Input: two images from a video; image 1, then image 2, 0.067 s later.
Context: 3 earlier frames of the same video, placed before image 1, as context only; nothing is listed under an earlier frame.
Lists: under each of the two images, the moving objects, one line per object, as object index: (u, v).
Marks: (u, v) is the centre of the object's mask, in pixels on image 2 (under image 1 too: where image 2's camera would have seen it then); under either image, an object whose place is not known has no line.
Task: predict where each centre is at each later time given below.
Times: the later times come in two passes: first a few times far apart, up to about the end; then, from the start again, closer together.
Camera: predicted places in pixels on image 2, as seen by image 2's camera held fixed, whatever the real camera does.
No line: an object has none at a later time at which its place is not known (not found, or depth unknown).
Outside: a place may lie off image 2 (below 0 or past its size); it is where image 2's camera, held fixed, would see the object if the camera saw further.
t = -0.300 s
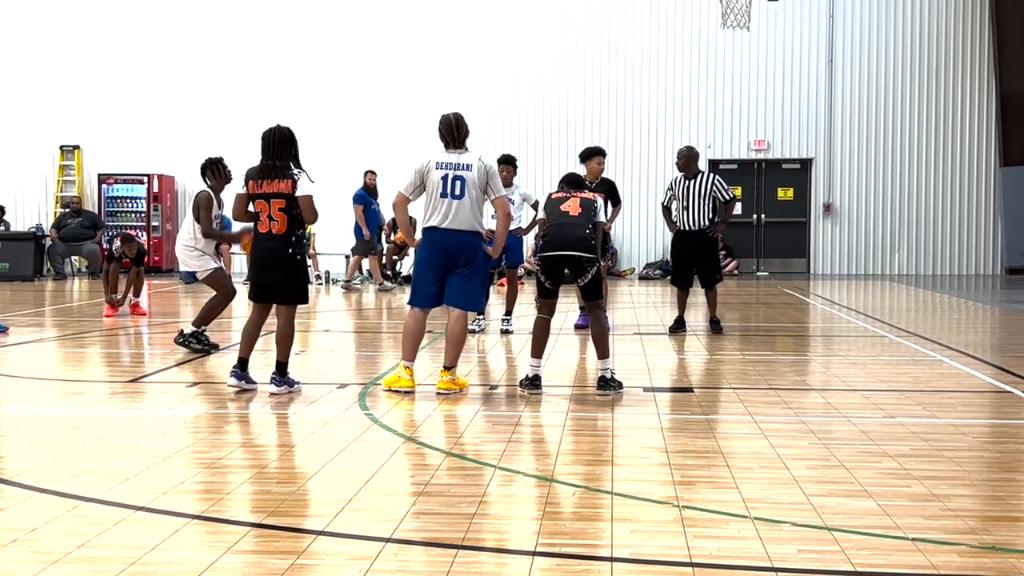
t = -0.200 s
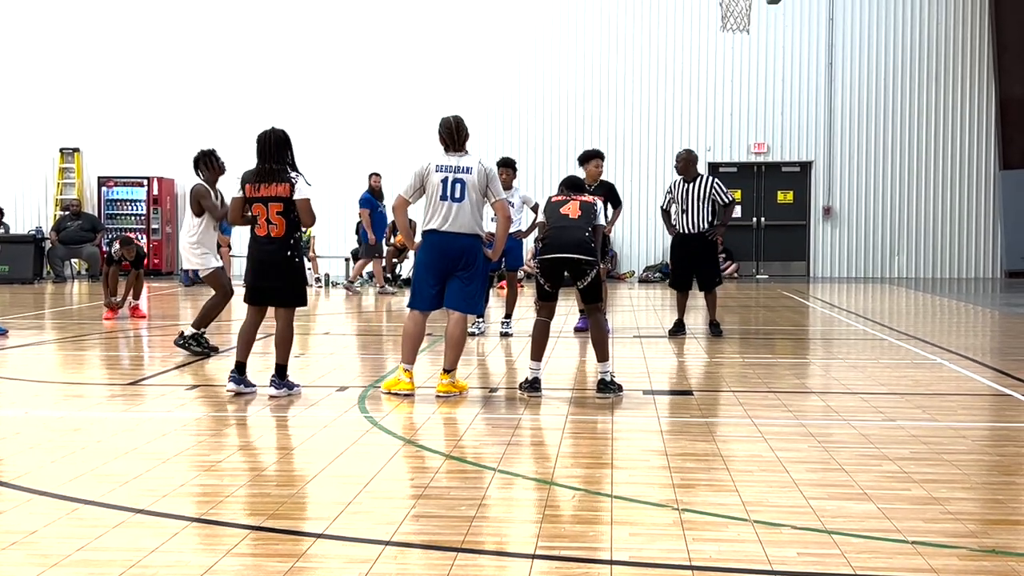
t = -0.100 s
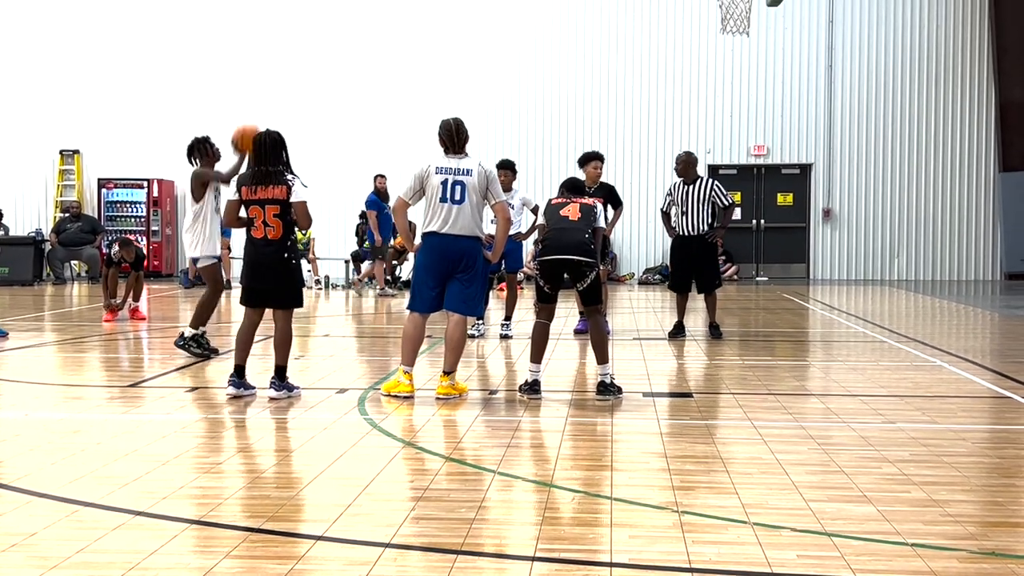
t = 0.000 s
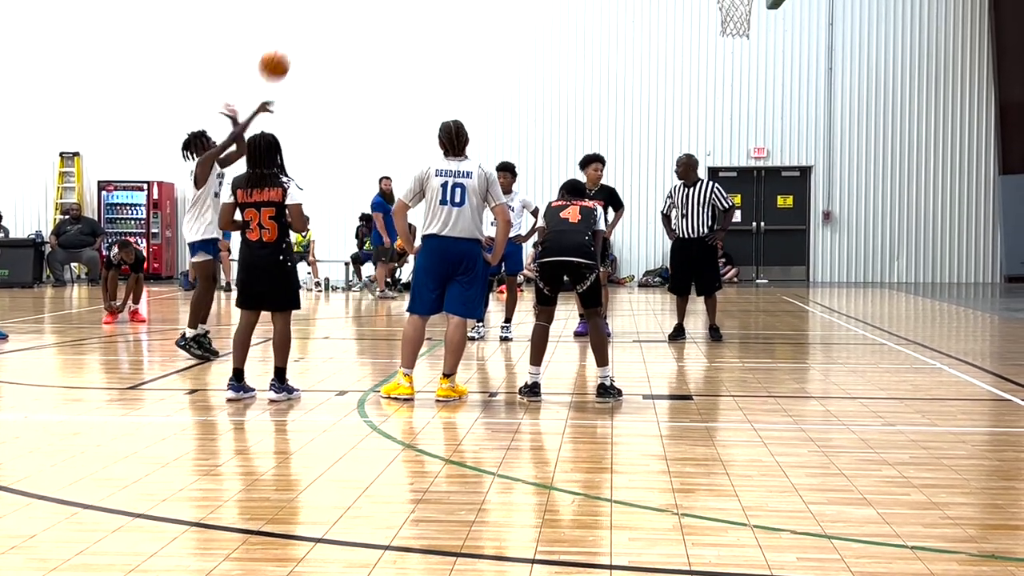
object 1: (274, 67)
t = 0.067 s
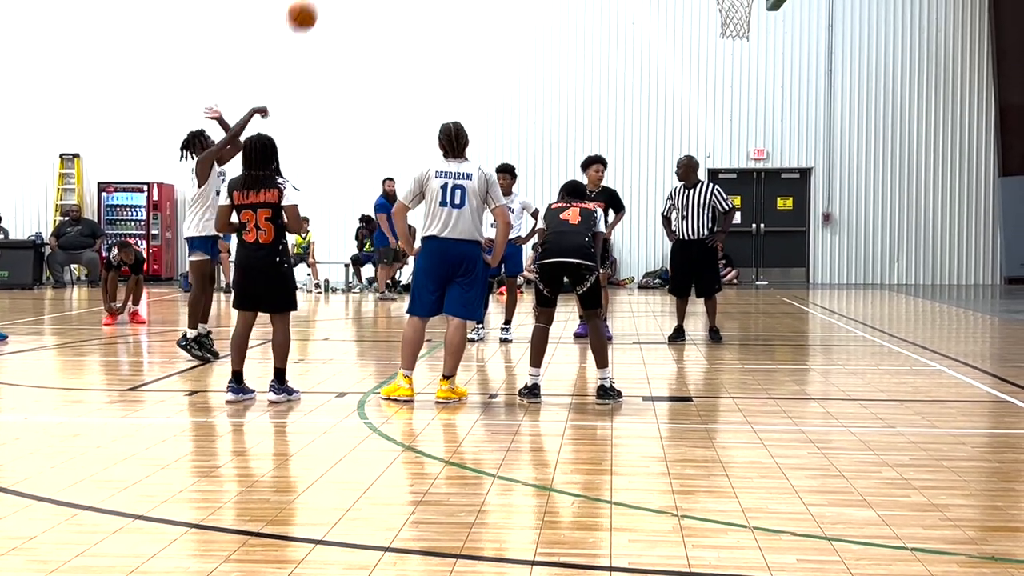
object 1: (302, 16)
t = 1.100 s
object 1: (734, -86)
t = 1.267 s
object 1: (751, -94)
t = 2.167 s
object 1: (617, -35)
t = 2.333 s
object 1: (590, 97)
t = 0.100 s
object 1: (315, 3)
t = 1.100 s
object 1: (734, -86)
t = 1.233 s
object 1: (755, -85)
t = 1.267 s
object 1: (751, -94)
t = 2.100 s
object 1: (627, -77)
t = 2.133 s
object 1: (622, -58)
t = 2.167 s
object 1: (617, -35)
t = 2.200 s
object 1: (611, -11)
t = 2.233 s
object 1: (606, 15)
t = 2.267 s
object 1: (601, 41)
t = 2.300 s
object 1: (596, 69)
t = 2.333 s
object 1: (590, 97)
